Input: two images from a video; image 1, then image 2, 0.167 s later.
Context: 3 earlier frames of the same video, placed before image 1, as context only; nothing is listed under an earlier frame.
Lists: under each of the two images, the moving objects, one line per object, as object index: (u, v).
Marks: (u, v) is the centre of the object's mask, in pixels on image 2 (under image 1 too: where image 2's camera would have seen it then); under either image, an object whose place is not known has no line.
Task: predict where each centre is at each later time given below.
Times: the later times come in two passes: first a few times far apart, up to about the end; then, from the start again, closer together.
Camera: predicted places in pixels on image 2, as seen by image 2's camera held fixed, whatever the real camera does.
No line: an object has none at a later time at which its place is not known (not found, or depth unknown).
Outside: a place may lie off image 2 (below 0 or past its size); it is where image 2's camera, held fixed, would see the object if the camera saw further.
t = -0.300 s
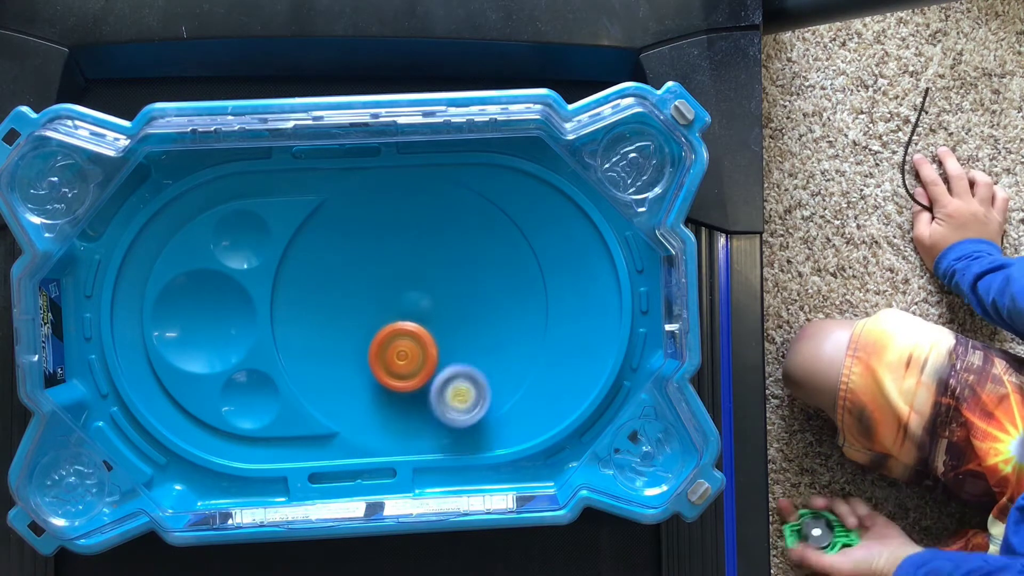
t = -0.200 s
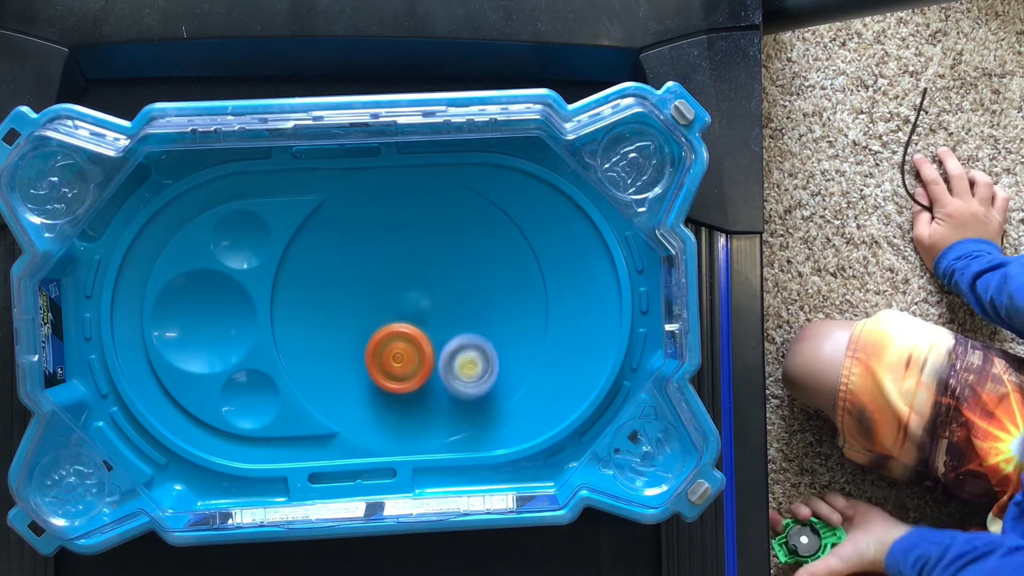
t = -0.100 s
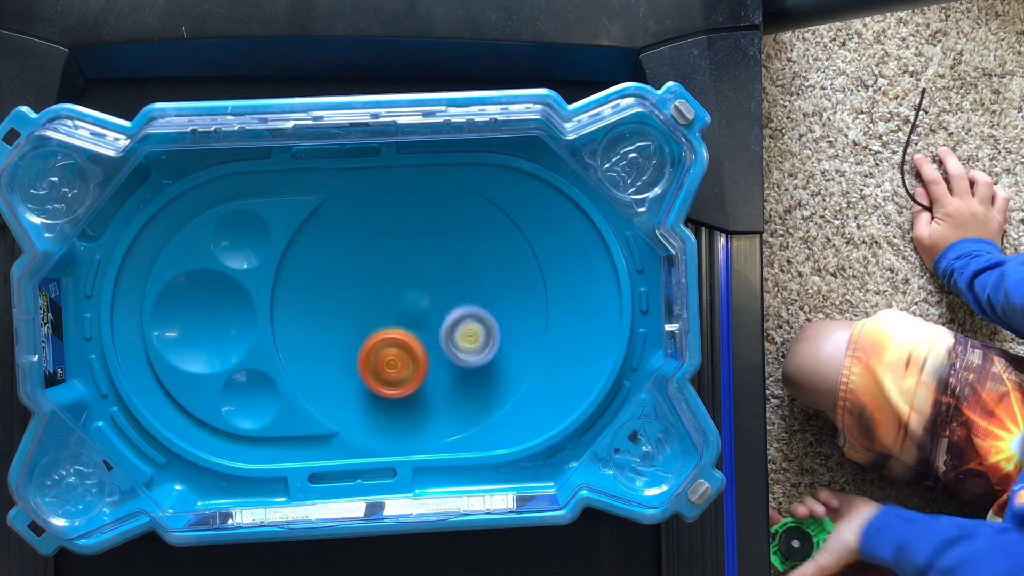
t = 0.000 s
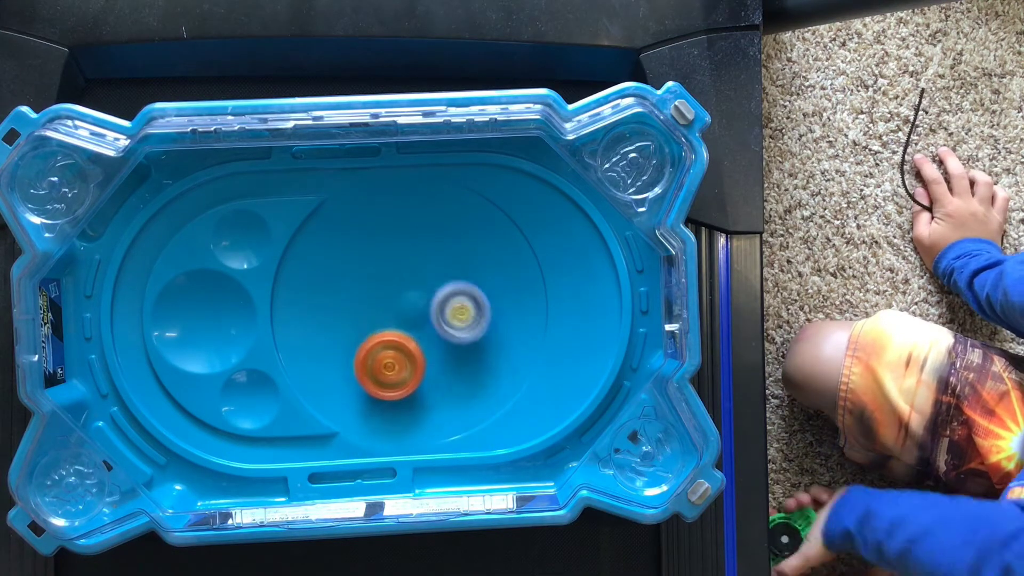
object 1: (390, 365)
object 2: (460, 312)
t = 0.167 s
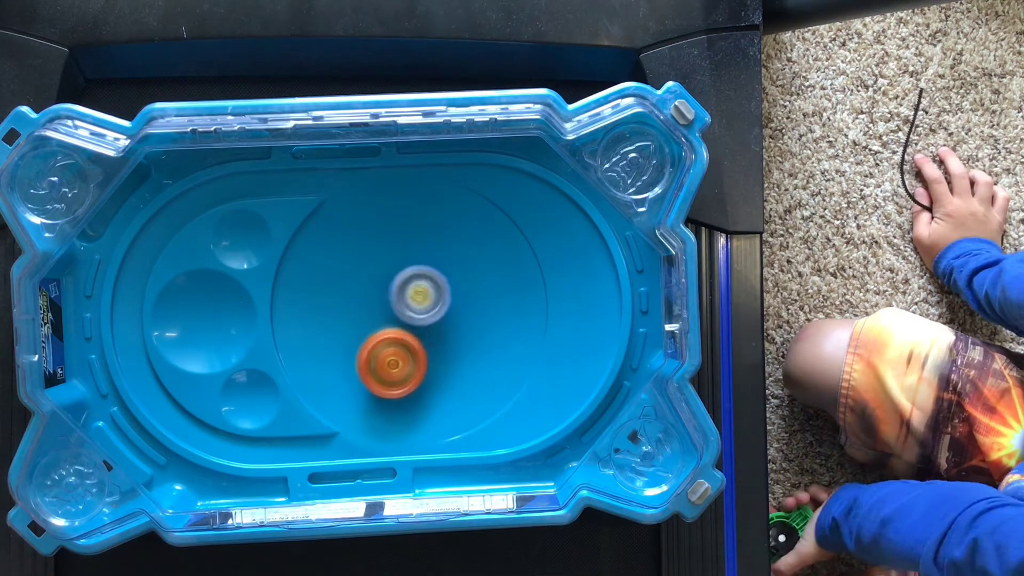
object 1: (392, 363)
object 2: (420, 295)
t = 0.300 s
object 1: (394, 361)
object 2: (417, 298)
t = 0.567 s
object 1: (379, 398)
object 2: (431, 278)
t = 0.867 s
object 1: (369, 380)
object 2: (385, 312)
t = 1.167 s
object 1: (406, 406)
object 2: (391, 330)
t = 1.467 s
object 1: (413, 421)
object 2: (394, 250)
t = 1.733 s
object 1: (403, 394)
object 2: (390, 266)
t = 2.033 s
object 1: (402, 400)
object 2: (429, 336)
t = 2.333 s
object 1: (398, 405)
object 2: (468, 332)
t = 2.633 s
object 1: (372, 415)
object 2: (453, 351)
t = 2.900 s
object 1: (356, 411)
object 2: (461, 322)
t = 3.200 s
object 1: (372, 394)
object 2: (419, 332)
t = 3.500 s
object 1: (362, 401)
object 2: (406, 334)
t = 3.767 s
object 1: (364, 403)
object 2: (427, 329)
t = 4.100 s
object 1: (369, 390)
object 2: (432, 336)
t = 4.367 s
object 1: (363, 393)
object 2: (436, 368)
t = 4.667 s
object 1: (367, 385)
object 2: (443, 370)
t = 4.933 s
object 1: (363, 385)
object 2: (435, 350)
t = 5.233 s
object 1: (359, 388)
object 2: (408, 334)
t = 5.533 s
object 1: (359, 380)
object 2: (389, 316)
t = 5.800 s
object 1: (361, 396)
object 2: (392, 329)
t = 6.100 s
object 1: (361, 382)
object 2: (425, 357)
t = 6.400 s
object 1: (356, 354)
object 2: (435, 394)
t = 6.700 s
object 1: (360, 343)
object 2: (419, 396)
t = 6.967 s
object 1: (351, 340)
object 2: (408, 386)
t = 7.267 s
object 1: (372, 334)
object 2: (419, 379)
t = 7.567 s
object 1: (385, 335)
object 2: (442, 380)
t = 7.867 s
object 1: (387, 333)
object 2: (436, 376)
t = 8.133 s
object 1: (384, 328)
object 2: (431, 380)
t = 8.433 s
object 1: (385, 321)
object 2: (421, 389)
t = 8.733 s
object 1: (382, 321)
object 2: (415, 376)
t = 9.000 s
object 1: (381, 331)
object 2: (417, 382)
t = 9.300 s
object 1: (370, 321)
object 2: (413, 391)
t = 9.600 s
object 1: (372, 327)
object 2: (414, 379)
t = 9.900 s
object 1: (375, 328)
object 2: (420, 380)
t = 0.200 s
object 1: (393, 363)
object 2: (415, 295)
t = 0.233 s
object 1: (393, 362)
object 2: (414, 296)
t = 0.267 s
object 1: (394, 362)
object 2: (415, 296)
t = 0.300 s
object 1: (394, 361)
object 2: (417, 298)
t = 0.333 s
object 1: (395, 361)
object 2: (420, 302)
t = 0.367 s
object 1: (392, 369)
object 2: (426, 296)
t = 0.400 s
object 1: (388, 380)
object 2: (433, 289)
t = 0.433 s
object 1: (385, 389)
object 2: (437, 283)
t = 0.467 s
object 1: (382, 395)
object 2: (439, 281)
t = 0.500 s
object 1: (381, 398)
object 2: (438, 279)
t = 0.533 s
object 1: (380, 399)
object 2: (435, 279)
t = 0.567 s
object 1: (379, 398)
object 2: (431, 278)
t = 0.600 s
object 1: (378, 395)
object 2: (427, 276)
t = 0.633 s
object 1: (377, 392)
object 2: (422, 275)
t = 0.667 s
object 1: (375, 389)
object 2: (416, 273)
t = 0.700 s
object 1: (373, 387)
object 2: (409, 273)
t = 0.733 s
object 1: (371, 384)
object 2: (402, 276)
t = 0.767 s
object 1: (369, 383)
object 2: (396, 282)
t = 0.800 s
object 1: (368, 382)
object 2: (390, 291)
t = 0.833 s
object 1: (368, 381)
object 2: (387, 301)
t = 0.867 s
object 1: (369, 380)
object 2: (385, 312)
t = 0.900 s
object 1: (371, 381)
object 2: (385, 321)
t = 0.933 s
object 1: (377, 390)
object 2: (385, 318)
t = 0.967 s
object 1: (386, 398)
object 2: (385, 318)
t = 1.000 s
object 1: (393, 403)
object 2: (384, 317)
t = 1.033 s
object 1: (398, 406)
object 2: (384, 319)
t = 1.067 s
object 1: (402, 408)
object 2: (385, 320)
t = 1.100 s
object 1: (404, 408)
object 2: (386, 322)
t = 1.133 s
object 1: (405, 408)
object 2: (388, 326)
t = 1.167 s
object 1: (406, 406)
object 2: (391, 330)
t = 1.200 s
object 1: (407, 404)
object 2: (396, 335)
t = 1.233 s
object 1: (410, 409)
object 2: (401, 326)
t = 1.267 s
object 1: (413, 428)
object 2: (401, 307)
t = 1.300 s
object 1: (417, 442)
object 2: (400, 289)
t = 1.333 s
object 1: (420, 448)
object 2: (399, 276)
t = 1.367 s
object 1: (419, 441)
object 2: (398, 266)
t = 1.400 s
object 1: (417, 434)
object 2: (397, 259)
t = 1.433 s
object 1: (415, 427)
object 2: (395, 254)
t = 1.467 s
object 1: (413, 421)
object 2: (394, 250)
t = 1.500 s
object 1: (410, 415)
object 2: (392, 248)
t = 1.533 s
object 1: (409, 409)
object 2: (391, 245)
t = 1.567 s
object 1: (407, 404)
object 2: (390, 244)
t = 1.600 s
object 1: (406, 401)
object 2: (388, 243)
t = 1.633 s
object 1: (405, 398)
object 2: (387, 246)
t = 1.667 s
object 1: (404, 395)
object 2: (387, 251)
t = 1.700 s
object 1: (404, 394)
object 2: (388, 258)
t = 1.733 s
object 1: (403, 394)
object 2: (390, 266)
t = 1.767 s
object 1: (403, 393)
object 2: (393, 276)
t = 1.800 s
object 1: (403, 393)
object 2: (396, 286)
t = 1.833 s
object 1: (403, 393)
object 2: (401, 297)
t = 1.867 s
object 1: (403, 392)
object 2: (405, 304)
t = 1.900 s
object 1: (404, 392)
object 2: (408, 310)
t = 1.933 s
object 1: (404, 391)
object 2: (413, 317)
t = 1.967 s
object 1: (404, 392)
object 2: (417, 325)
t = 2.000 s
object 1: (402, 396)
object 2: (423, 332)
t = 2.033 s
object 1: (402, 400)
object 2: (429, 336)
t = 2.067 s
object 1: (401, 407)
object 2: (435, 335)
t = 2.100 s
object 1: (401, 410)
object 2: (440, 334)
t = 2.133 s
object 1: (402, 411)
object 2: (446, 334)
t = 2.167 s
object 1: (402, 411)
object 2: (451, 334)
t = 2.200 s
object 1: (401, 409)
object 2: (457, 335)
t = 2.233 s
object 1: (401, 408)
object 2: (462, 335)
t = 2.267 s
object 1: (400, 407)
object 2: (466, 334)
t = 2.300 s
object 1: (399, 405)
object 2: (468, 333)
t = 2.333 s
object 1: (398, 405)
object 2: (468, 332)
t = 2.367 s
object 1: (397, 404)
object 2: (467, 332)
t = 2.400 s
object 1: (396, 404)
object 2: (464, 333)
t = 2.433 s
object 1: (395, 403)
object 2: (461, 334)
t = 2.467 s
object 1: (393, 403)
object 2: (457, 337)
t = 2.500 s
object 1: (393, 402)
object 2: (453, 341)
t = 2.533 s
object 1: (392, 403)
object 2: (448, 346)
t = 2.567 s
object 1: (390, 403)
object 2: (443, 351)
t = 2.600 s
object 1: (385, 407)
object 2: (444, 353)
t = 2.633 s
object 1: (372, 415)
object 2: (453, 351)
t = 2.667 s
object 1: (363, 422)
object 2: (460, 347)
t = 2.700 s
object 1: (356, 426)
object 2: (464, 344)
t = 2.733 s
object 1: (353, 426)
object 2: (468, 340)
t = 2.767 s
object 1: (352, 426)
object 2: (470, 336)
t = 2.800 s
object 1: (351, 422)
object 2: (471, 332)
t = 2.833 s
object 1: (352, 419)
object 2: (470, 327)
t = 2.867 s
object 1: (353, 416)
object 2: (466, 324)
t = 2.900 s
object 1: (356, 411)
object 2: (461, 322)
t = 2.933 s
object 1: (360, 407)
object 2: (455, 322)
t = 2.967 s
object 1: (363, 403)
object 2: (448, 323)
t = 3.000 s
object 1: (368, 397)
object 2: (441, 327)
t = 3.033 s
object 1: (372, 392)
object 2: (434, 331)
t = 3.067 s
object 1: (375, 387)
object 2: (427, 336)
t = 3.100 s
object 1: (376, 384)
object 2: (422, 339)
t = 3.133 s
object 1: (374, 390)
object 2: (422, 334)
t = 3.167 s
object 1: (371, 394)
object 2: (422, 332)
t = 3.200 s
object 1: (372, 394)
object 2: (419, 332)
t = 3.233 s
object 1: (372, 393)
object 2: (415, 334)
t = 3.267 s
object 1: (372, 390)
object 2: (410, 337)
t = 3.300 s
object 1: (371, 389)
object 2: (408, 340)
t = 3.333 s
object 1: (368, 392)
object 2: (409, 339)
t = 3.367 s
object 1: (365, 398)
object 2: (411, 335)
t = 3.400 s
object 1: (364, 402)
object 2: (410, 334)
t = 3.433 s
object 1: (364, 402)
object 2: (409, 334)
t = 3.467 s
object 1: (362, 402)
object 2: (408, 333)
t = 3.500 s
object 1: (362, 401)
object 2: (406, 334)
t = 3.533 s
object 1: (361, 400)
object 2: (405, 336)
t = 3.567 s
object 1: (364, 398)
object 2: (405, 339)
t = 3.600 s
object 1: (364, 396)
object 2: (406, 340)
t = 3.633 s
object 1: (363, 399)
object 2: (413, 336)
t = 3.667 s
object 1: (360, 401)
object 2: (417, 334)
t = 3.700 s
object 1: (362, 403)
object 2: (421, 332)
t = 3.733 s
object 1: (362, 403)
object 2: (424, 331)
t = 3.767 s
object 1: (364, 403)
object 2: (427, 329)
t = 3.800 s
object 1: (365, 402)
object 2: (431, 328)
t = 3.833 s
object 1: (366, 401)
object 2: (434, 326)
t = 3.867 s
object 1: (367, 399)
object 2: (435, 325)
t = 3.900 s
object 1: (369, 398)
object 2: (435, 327)
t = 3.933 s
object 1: (369, 396)
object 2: (434, 327)
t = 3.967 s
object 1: (370, 395)
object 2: (434, 329)
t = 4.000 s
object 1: (370, 392)
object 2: (433, 331)
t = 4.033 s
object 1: (370, 391)
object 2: (433, 334)
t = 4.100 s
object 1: (369, 390)
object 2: (432, 336)
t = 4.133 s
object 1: (368, 389)
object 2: (430, 340)
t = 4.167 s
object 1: (368, 388)
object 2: (429, 344)
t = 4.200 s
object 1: (367, 388)
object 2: (428, 348)
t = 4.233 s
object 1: (366, 388)
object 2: (426, 353)
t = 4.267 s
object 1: (364, 389)
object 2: (426, 359)
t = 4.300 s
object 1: (362, 391)
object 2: (429, 362)
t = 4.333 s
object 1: (361, 393)
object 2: (433, 365)
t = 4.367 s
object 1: (363, 393)
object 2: (436, 368)
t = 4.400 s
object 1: (364, 392)
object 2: (440, 370)
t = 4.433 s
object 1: (365, 391)
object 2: (443, 371)
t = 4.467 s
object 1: (365, 390)
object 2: (445, 372)
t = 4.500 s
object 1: (366, 390)
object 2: (448, 373)
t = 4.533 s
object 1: (366, 388)
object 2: (449, 372)
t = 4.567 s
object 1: (367, 388)
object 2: (448, 373)
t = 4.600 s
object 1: (367, 386)
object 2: (447, 372)
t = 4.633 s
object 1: (367, 386)
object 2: (445, 371)
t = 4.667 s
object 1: (367, 385)
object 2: (443, 370)
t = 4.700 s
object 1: (366, 384)
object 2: (440, 369)
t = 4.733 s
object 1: (366, 384)
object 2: (436, 368)
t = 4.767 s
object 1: (365, 384)
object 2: (432, 368)
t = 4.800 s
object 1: (362, 385)
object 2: (433, 364)
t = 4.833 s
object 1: (359, 387)
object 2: (434, 361)
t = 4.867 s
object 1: (361, 387)
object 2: (436, 357)
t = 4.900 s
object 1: (361, 387)
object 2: (436, 353)
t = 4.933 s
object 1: (363, 385)
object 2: (435, 350)
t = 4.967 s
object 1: (362, 383)
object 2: (435, 346)
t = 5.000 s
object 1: (361, 383)
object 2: (433, 342)
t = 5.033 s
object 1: (360, 382)
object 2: (430, 341)
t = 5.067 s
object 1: (360, 383)
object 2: (427, 338)
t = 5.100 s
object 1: (360, 383)
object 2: (423, 336)
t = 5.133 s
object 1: (360, 384)
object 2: (418, 336)
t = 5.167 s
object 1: (361, 384)
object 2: (414, 335)
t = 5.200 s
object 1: (360, 385)
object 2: (410, 335)
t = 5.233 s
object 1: (359, 388)
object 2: (408, 334)
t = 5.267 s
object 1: (361, 389)
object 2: (406, 333)
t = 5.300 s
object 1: (364, 389)
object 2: (404, 333)
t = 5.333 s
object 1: (366, 388)
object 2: (404, 331)
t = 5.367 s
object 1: (367, 385)
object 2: (403, 330)
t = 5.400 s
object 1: (367, 382)
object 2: (401, 329)
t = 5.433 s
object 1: (363, 381)
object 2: (400, 324)
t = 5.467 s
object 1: (362, 381)
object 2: (397, 322)
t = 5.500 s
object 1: (361, 380)
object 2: (394, 319)
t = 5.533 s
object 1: (359, 380)
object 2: (389, 316)
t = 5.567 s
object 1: (357, 380)
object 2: (388, 316)
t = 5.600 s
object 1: (355, 382)
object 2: (388, 317)
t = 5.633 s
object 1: (356, 383)
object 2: (390, 322)
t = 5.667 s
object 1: (354, 390)
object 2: (395, 322)
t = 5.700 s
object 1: (353, 394)
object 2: (395, 324)
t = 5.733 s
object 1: (354, 398)
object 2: (395, 325)
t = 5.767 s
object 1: (357, 399)
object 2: (392, 327)
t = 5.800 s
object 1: (361, 396)
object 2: (392, 329)
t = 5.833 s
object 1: (364, 393)
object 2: (394, 333)
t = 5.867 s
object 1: (362, 392)
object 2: (400, 336)
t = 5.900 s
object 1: (362, 391)
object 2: (403, 339)
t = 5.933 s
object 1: (361, 389)
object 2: (406, 341)
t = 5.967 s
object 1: (360, 386)
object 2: (410, 345)
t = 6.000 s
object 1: (358, 385)
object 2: (415, 347)
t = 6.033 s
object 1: (358, 384)
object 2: (420, 352)
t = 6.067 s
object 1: (358, 383)
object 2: (422, 354)
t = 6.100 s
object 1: (361, 382)
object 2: (425, 357)
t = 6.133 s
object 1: (362, 380)
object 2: (427, 359)
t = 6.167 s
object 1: (364, 378)
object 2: (430, 364)
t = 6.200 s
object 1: (365, 374)
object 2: (431, 368)
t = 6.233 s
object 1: (366, 371)
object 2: (432, 372)
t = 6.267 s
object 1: (367, 369)
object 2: (432, 376)
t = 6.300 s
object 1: (367, 365)
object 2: (432, 380)
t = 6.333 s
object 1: (363, 363)
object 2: (433, 384)
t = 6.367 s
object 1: (360, 357)
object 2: (435, 389)
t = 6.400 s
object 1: (356, 354)
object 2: (435, 394)
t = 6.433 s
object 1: (354, 349)
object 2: (436, 396)
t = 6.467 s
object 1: (352, 346)
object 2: (436, 400)
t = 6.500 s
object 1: (350, 345)
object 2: (435, 401)
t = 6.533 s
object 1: (350, 345)
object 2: (434, 403)
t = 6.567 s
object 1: (351, 344)
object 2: (431, 402)
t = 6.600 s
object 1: (353, 345)
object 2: (430, 401)
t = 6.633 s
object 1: (356, 344)
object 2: (426, 400)
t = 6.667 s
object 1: (357, 344)
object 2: (423, 397)
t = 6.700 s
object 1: (360, 343)
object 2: (419, 396)
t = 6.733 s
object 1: (361, 344)
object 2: (414, 392)
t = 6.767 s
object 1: (362, 345)
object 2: (411, 389)
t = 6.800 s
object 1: (359, 343)
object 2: (410, 391)
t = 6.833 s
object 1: (358, 342)
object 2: (409, 391)
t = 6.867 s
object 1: (357, 341)
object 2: (407, 390)
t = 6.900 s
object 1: (355, 341)
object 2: (408, 388)
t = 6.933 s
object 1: (354, 341)
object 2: (406, 387)
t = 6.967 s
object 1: (351, 340)
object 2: (408, 386)
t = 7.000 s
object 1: (353, 336)
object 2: (411, 388)
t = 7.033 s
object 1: (353, 334)
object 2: (411, 387)
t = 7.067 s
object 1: (355, 333)
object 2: (414, 385)
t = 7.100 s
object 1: (357, 332)
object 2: (414, 386)
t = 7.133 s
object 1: (358, 333)
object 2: (415, 383)
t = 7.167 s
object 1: (362, 335)
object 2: (417, 383)
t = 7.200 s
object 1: (366, 335)
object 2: (417, 382)
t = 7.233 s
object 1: (370, 335)
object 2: (418, 379)
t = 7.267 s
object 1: (372, 334)
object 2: (419, 379)
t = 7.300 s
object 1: (373, 333)
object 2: (419, 378)
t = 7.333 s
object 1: (373, 333)
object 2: (423, 380)
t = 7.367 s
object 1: (373, 334)
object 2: (425, 379)
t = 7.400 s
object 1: (374, 334)
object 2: (428, 379)
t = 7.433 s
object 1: (375, 334)
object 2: (431, 380)
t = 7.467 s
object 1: (378, 336)
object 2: (435, 380)
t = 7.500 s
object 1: (380, 336)
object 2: (438, 382)
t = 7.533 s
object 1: (382, 335)
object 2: (439, 381)
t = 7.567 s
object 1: (385, 335)
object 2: (442, 380)
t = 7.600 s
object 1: (388, 334)
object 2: (443, 381)
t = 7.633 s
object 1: (390, 332)
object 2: (441, 380)
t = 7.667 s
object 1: (391, 331)
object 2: (442, 378)
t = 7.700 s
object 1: (392, 330)
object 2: (441, 377)
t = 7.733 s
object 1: (392, 328)
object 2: (441, 376)
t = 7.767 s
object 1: (389, 329)
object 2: (441, 377)
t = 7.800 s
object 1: (389, 331)
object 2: (440, 376)
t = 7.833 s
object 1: (387, 333)
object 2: (439, 376)
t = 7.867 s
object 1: (387, 333)
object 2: (436, 376)
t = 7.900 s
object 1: (387, 332)
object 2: (433, 374)
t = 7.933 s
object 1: (388, 332)
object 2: (432, 373)
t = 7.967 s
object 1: (388, 332)
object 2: (430, 374)
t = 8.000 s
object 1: (388, 330)
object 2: (428, 374)
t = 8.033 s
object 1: (386, 330)
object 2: (430, 376)
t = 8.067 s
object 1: (383, 329)
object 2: (431, 380)
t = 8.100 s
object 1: (383, 329)
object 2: (430, 380)
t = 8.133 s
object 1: (384, 328)
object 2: (431, 380)
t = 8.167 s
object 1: (386, 327)
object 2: (431, 382)
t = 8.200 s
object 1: (387, 328)
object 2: (431, 381)
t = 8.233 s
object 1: (389, 330)
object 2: (431, 381)
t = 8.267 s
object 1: (389, 330)
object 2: (429, 384)
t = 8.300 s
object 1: (389, 329)
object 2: (428, 383)
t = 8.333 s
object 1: (389, 329)
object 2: (427, 383)
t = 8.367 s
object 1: (388, 326)
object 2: (425, 386)
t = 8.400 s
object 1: (386, 323)
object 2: (423, 388)
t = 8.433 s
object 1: (385, 321)
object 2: (421, 389)
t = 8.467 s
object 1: (383, 321)
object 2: (420, 388)
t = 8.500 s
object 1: (382, 319)
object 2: (420, 387)
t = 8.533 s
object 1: (381, 318)
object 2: (419, 387)
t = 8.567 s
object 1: (381, 318)
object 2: (418, 387)
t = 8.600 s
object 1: (383, 317)
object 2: (416, 384)
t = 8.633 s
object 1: (384, 318)
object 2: (414, 381)
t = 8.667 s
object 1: (386, 318)
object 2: (413, 378)
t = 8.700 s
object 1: (384, 319)
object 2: (414, 374)
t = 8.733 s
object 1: (382, 321)
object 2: (415, 376)
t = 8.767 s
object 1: (383, 322)
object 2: (415, 375)
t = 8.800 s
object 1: (382, 320)
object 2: (418, 377)
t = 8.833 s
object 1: (378, 318)
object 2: (420, 381)
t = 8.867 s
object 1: (375, 320)
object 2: (419, 385)
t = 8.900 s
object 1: (374, 323)
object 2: (418, 385)
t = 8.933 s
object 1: (374, 328)
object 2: (418, 386)
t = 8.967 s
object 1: (377, 332)
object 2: (418, 385)
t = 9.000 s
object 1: (381, 331)
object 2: (417, 382)
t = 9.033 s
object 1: (383, 328)
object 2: (418, 381)
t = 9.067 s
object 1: (382, 325)
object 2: (418, 381)
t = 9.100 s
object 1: (379, 325)
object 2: (417, 381)
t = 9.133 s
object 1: (377, 327)
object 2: (417, 380)
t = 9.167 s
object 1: (375, 329)
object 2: (417, 380)
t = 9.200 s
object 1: (370, 325)
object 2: (419, 385)
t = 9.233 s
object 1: (369, 323)
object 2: (418, 390)
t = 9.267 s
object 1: (370, 321)
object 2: (416, 391)
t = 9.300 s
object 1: (370, 321)
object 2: (413, 391)
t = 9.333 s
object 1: (370, 323)
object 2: (411, 389)
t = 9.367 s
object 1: (372, 325)
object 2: (410, 387)
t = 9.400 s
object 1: (373, 325)
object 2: (410, 383)
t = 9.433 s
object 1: (373, 324)
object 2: (411, 380)
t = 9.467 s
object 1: (373, 324)
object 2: (413, 378)
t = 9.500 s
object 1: (374, 325)
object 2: (414, 378)
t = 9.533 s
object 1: (373, 325)
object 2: (414, 379)
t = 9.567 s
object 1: (372, 326)
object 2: (414, 379)
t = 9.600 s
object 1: (372, 327)
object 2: (414, 379)
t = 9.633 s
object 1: (371, 327)
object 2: (414, 379)
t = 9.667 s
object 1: (371, 327)
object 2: (415, 379)
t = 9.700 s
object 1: (372, 328)
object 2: (414, 378)
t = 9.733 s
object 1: (372, 329)
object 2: (415, 378)
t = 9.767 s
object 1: (371, 330)
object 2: (416, 379)
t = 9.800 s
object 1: (372, 330)
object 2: (418, 380)
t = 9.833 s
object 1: (373, 330)
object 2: (420, 380)
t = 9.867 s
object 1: (374, 329)
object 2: (420, 381)
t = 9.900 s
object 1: (375, 328)
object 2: (420, 380)
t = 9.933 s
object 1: (374, 327)
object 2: (419, 380)
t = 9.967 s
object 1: (373, 327)
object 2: (419, 379)
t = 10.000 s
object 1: (373, 327)
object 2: (418, 381)
